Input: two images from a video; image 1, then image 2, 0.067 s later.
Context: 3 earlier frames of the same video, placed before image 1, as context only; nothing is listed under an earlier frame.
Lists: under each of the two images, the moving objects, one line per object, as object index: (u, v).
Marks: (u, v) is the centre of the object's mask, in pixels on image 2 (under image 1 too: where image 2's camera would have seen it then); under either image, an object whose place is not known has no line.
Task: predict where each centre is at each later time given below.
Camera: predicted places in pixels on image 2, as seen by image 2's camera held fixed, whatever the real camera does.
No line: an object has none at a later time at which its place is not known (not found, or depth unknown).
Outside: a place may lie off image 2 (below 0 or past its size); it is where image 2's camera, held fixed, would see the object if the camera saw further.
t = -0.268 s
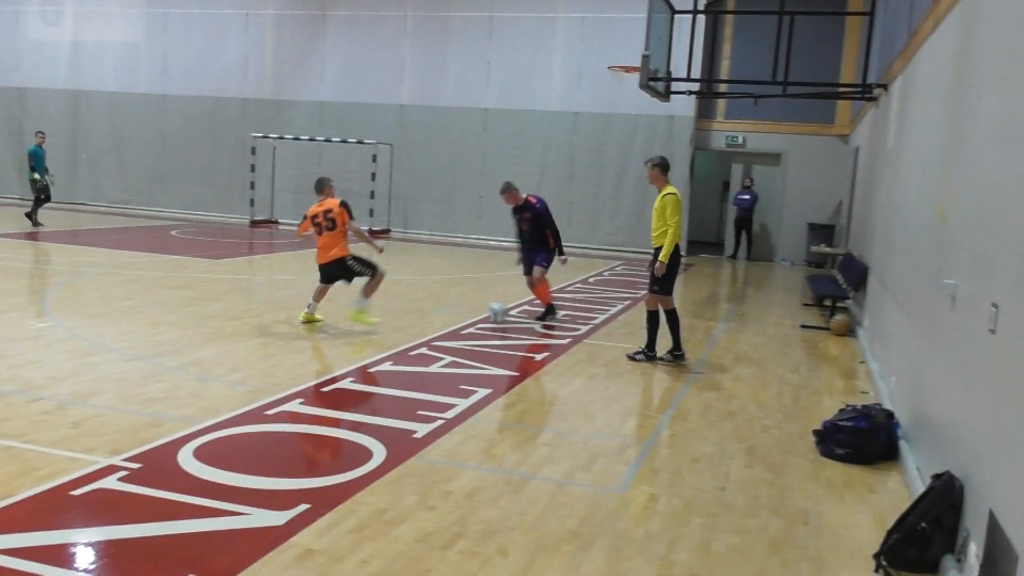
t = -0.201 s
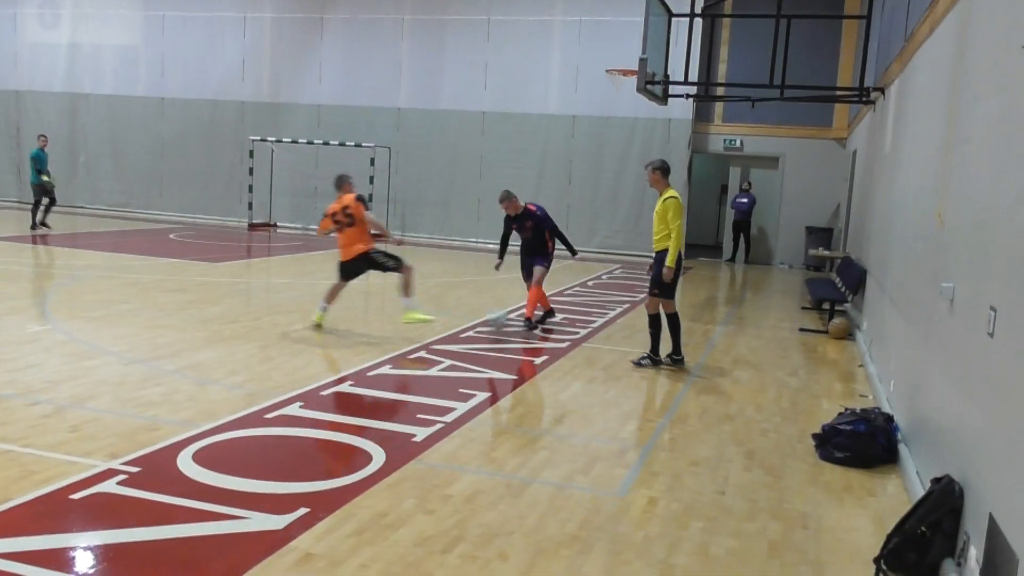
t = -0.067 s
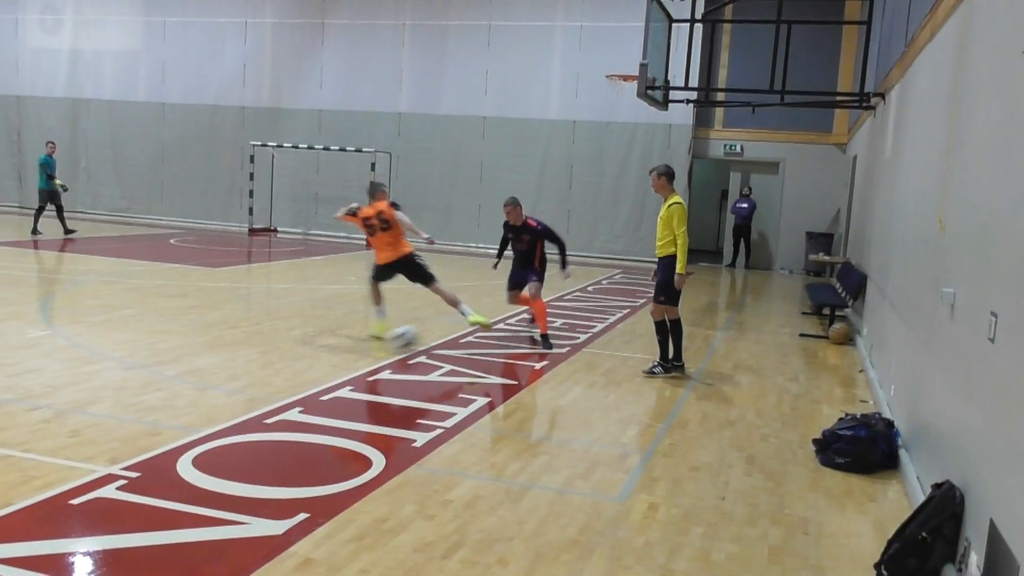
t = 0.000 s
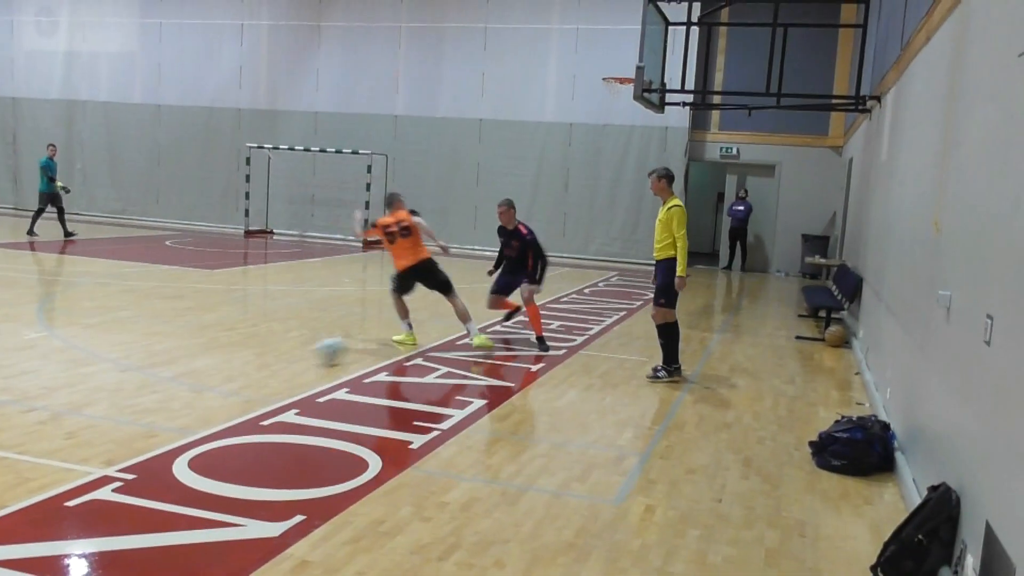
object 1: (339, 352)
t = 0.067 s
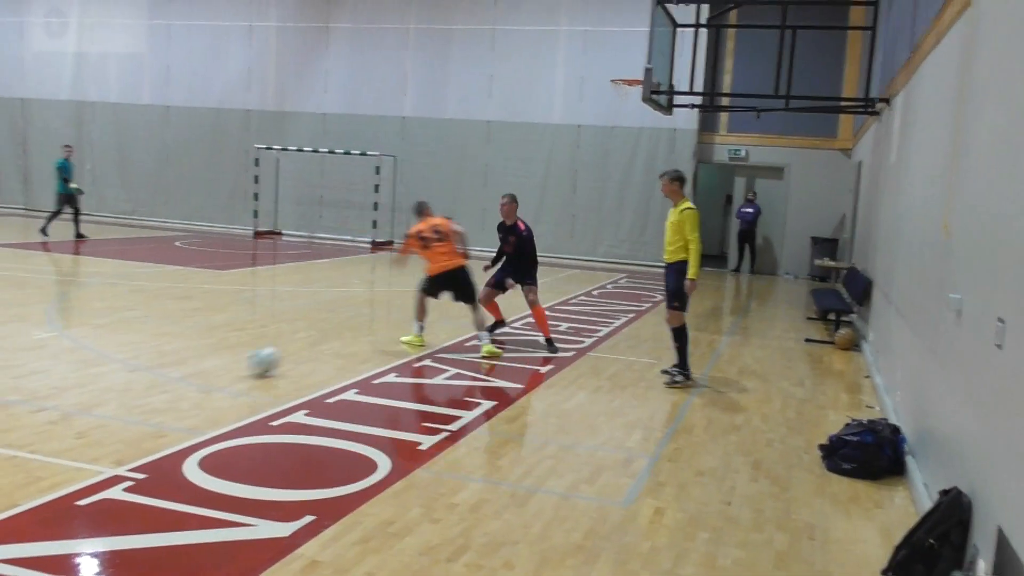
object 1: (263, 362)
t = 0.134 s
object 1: (223, 368)
